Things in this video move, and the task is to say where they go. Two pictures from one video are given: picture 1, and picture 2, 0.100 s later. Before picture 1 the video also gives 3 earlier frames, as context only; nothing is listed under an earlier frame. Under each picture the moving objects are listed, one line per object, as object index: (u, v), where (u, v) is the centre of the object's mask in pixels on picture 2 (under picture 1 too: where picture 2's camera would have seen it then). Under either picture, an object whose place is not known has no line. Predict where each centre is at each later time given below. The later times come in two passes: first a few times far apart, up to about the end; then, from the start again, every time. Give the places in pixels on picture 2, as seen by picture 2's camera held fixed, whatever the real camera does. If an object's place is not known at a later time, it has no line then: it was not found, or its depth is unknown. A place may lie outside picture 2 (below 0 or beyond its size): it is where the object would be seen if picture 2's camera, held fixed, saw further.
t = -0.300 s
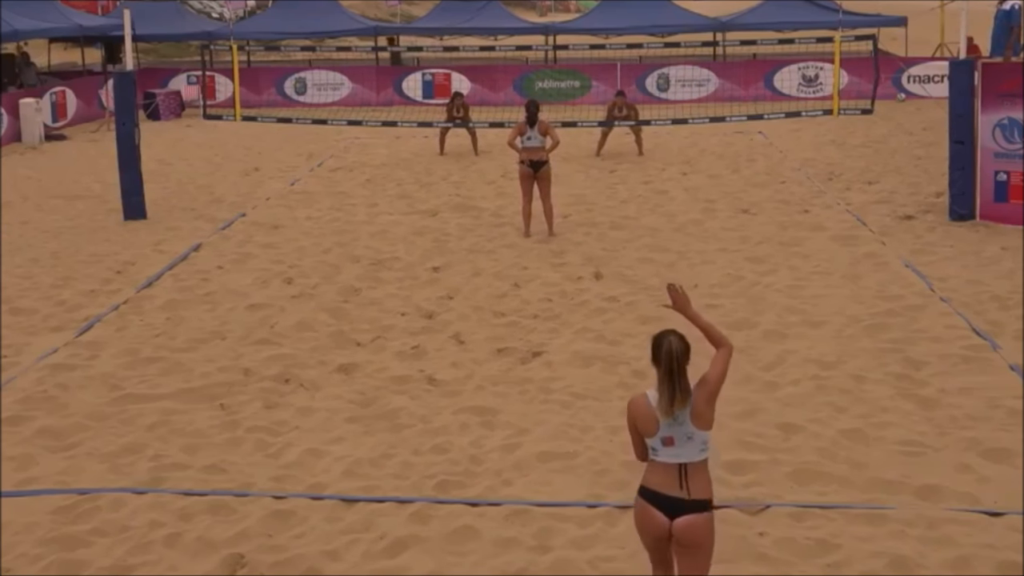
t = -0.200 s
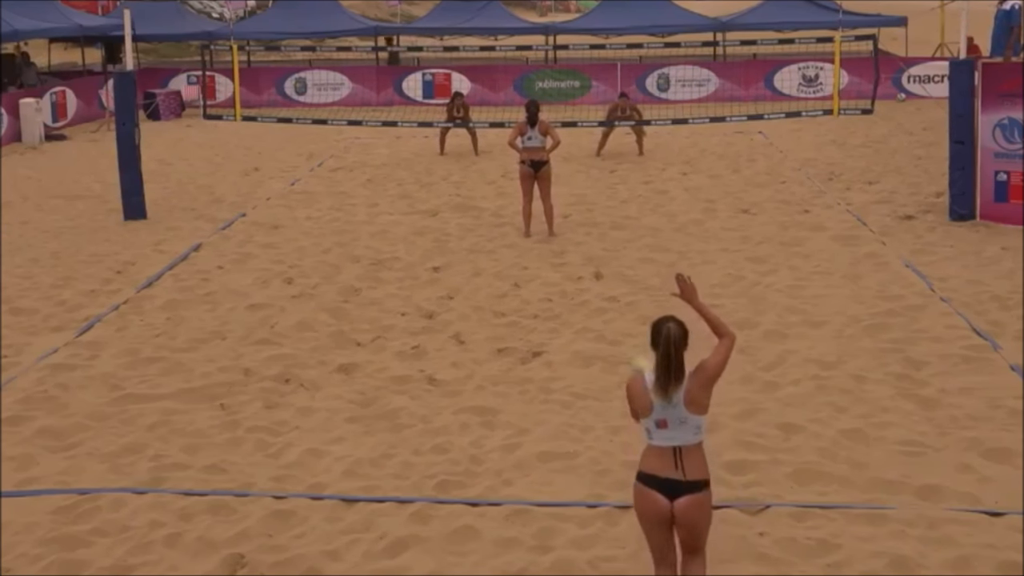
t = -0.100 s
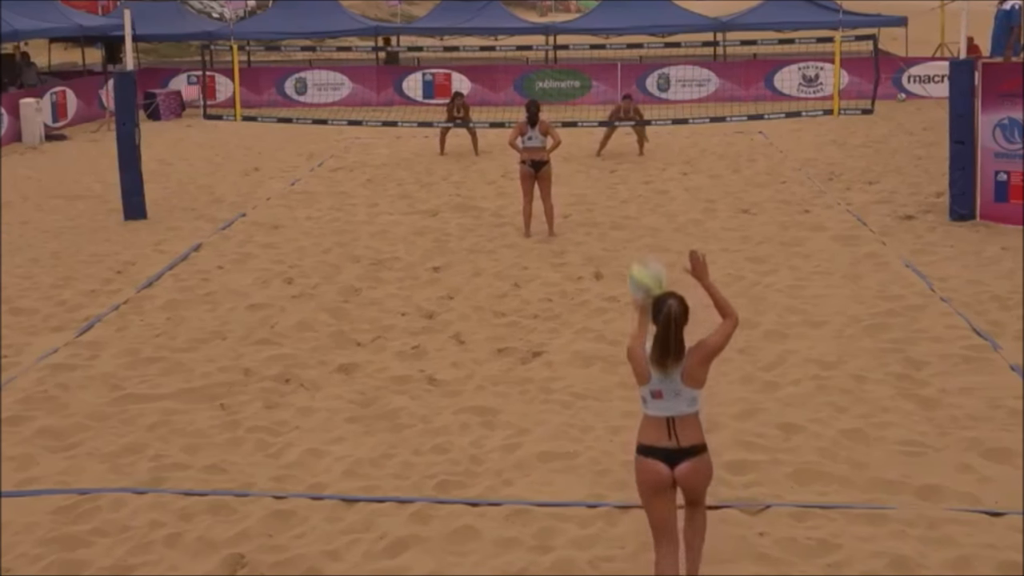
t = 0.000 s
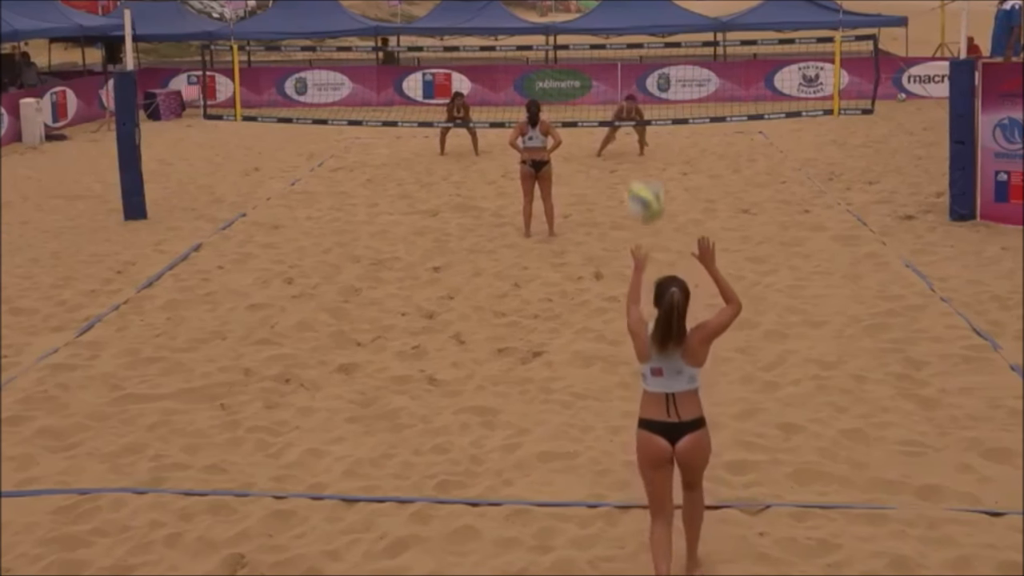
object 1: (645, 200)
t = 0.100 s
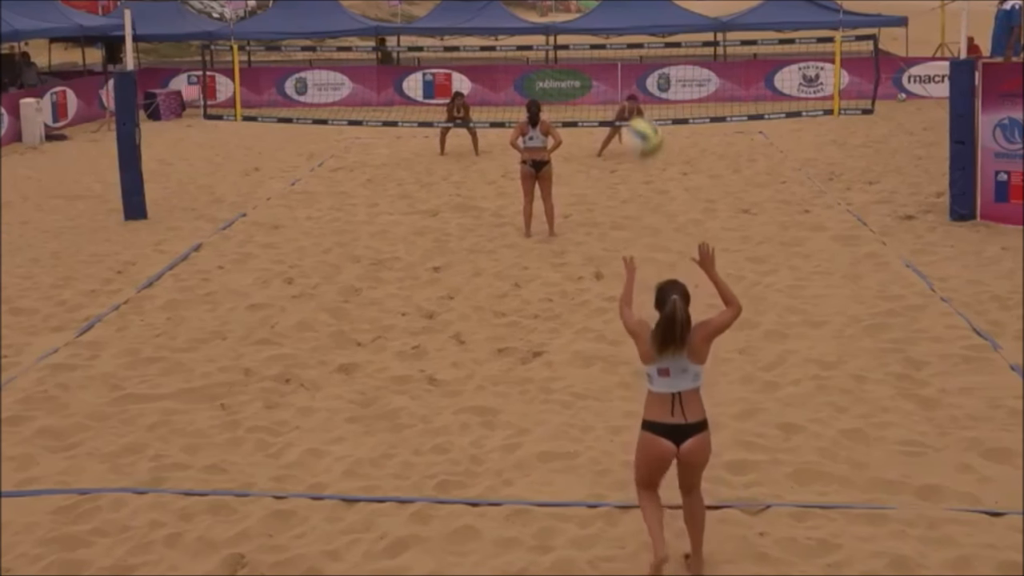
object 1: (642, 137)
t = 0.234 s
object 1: (638, 85)
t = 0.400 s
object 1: (636, 65)
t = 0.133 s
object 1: (640, 121)
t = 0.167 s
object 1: (639, 107)
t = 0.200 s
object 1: (638, 95)
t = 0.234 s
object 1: (638, 85)
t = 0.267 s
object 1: (638, 76)
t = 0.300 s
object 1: (637, 71)
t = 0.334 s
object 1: (637, 67)
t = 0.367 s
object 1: (636, 65)
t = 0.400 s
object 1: (636, 65)
